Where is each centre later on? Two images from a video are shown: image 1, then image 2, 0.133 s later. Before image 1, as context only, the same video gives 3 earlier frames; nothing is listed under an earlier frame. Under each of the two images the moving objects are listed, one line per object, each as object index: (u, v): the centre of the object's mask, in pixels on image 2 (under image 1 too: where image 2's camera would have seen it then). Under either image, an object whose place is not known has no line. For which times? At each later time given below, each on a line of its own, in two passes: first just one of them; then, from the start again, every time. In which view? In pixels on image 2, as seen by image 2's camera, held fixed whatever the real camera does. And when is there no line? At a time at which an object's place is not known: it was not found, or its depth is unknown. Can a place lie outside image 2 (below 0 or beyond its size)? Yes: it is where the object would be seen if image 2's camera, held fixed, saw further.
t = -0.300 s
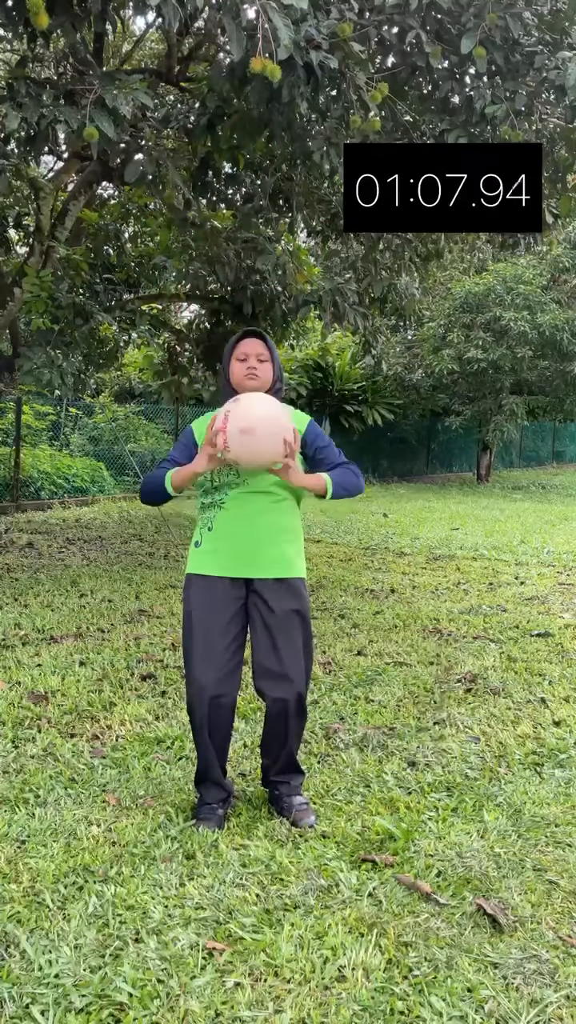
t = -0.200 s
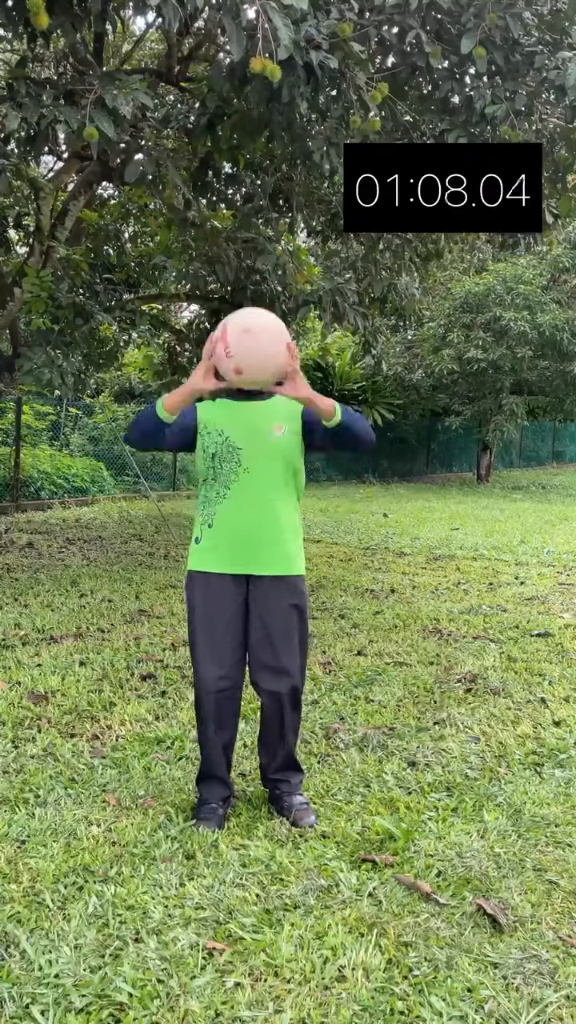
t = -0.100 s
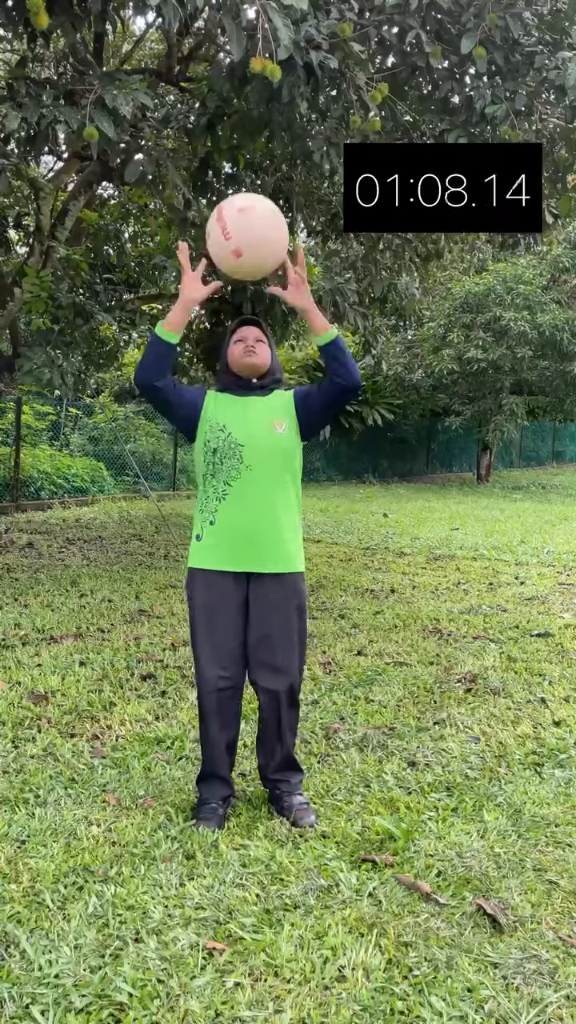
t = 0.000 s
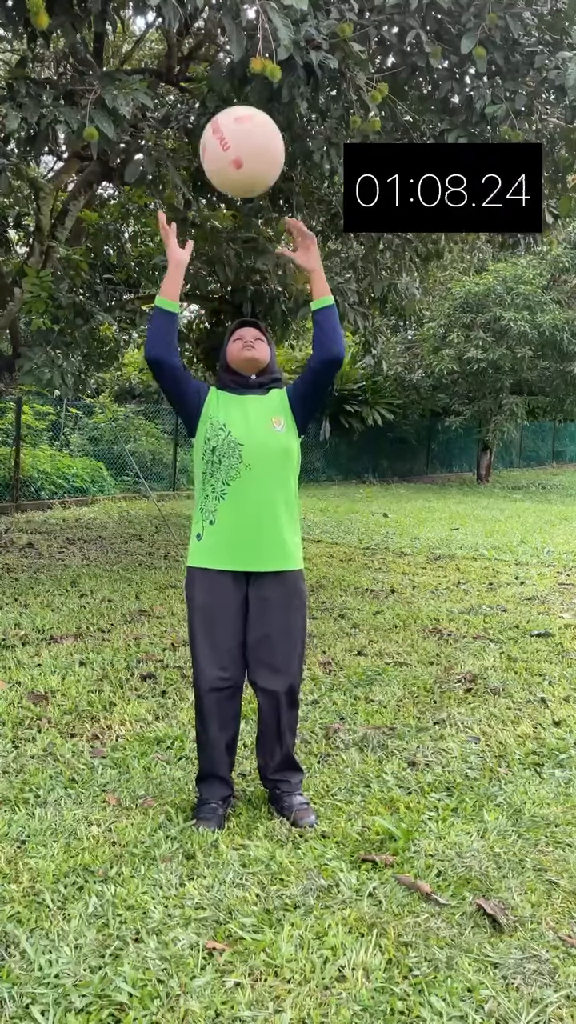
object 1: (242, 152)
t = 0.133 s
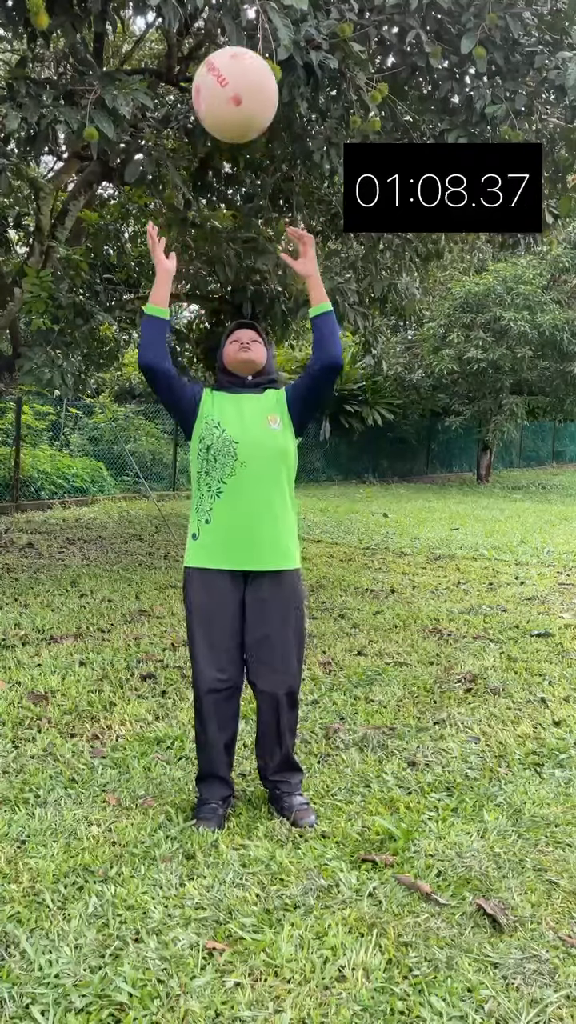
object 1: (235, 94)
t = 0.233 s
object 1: (229, 96)
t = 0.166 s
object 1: (233, 91)
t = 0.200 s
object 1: (231, 91)
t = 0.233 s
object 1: (229, 96)
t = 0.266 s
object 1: (227, 105)
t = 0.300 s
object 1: (226, 118)
